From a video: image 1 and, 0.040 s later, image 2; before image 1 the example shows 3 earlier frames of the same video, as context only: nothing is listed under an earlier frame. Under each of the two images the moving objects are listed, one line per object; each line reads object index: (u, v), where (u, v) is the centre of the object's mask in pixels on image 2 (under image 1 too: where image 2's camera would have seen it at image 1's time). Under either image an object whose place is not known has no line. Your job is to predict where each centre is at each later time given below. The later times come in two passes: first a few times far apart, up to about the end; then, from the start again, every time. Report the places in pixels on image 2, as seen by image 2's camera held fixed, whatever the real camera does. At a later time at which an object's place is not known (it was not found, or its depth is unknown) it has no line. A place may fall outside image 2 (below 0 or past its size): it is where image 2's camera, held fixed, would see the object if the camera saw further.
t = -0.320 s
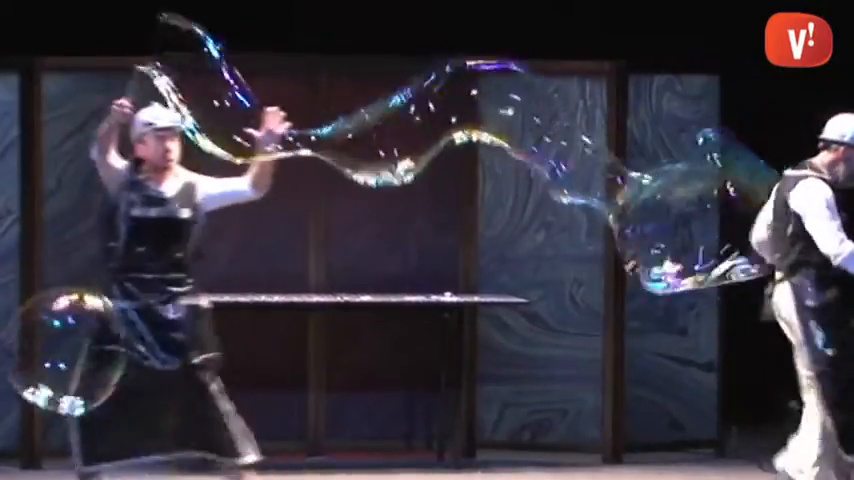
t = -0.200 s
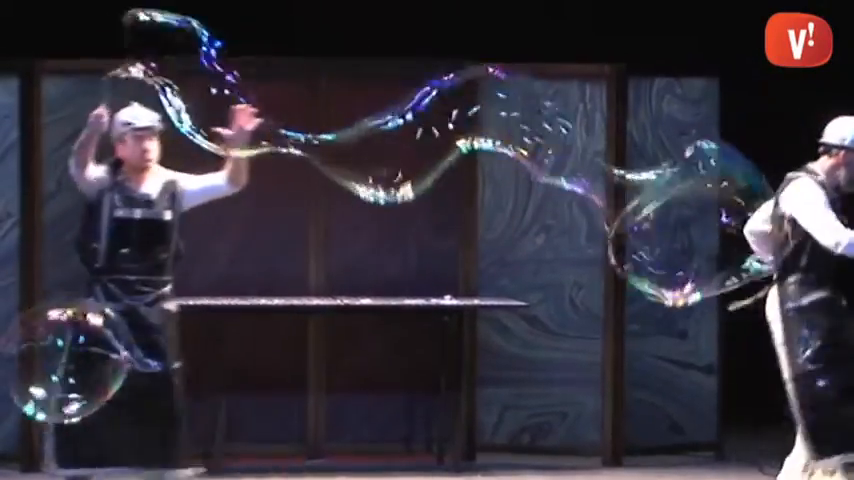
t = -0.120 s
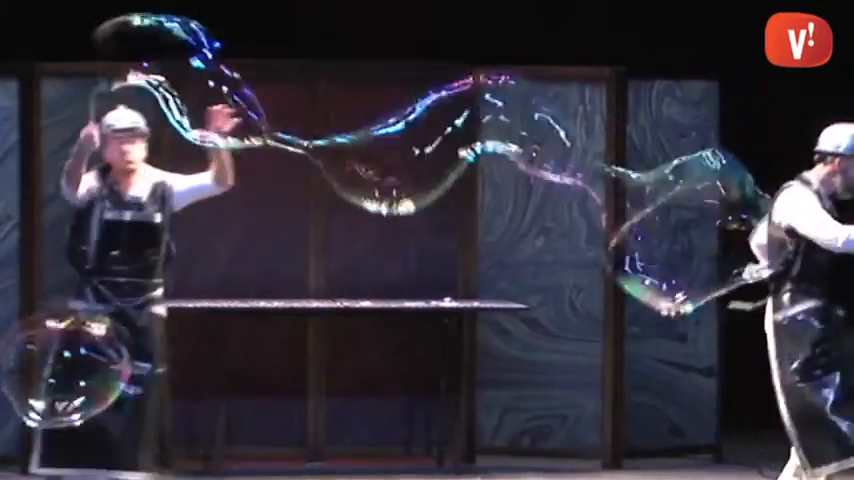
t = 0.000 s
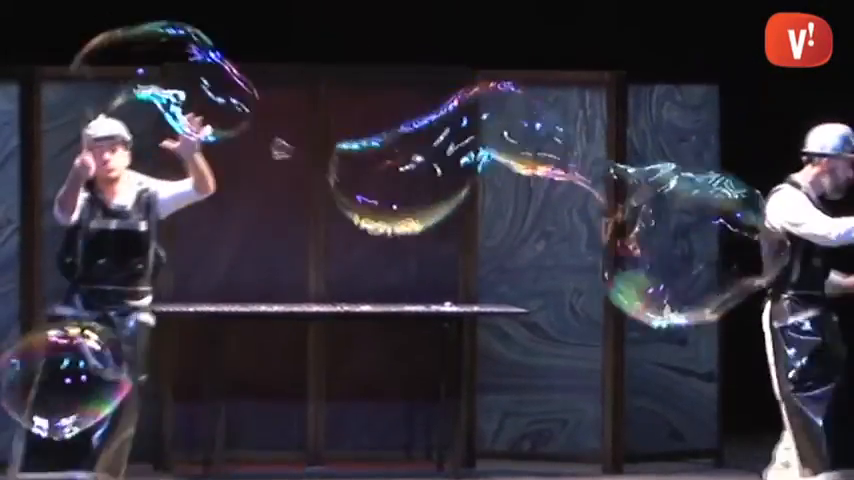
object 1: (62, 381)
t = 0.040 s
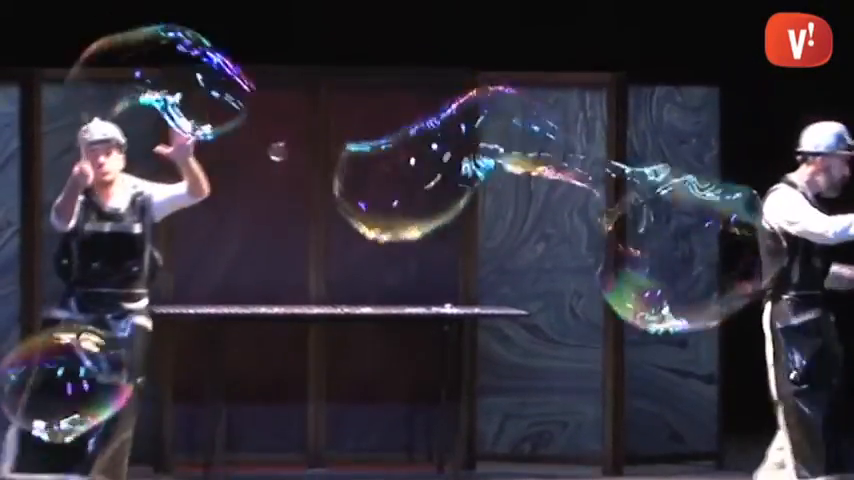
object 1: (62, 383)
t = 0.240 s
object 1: (66, 394)
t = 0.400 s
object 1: (65, 405)
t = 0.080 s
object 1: (65, 385)
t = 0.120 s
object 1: (65, 387)
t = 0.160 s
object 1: (65, 390)
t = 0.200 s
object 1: (66, 391)
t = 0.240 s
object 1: (66, 394)
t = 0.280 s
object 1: (67, 397)
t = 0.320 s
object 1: (68, 400)
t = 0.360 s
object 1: (68, 403)
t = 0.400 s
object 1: (65, 405)
